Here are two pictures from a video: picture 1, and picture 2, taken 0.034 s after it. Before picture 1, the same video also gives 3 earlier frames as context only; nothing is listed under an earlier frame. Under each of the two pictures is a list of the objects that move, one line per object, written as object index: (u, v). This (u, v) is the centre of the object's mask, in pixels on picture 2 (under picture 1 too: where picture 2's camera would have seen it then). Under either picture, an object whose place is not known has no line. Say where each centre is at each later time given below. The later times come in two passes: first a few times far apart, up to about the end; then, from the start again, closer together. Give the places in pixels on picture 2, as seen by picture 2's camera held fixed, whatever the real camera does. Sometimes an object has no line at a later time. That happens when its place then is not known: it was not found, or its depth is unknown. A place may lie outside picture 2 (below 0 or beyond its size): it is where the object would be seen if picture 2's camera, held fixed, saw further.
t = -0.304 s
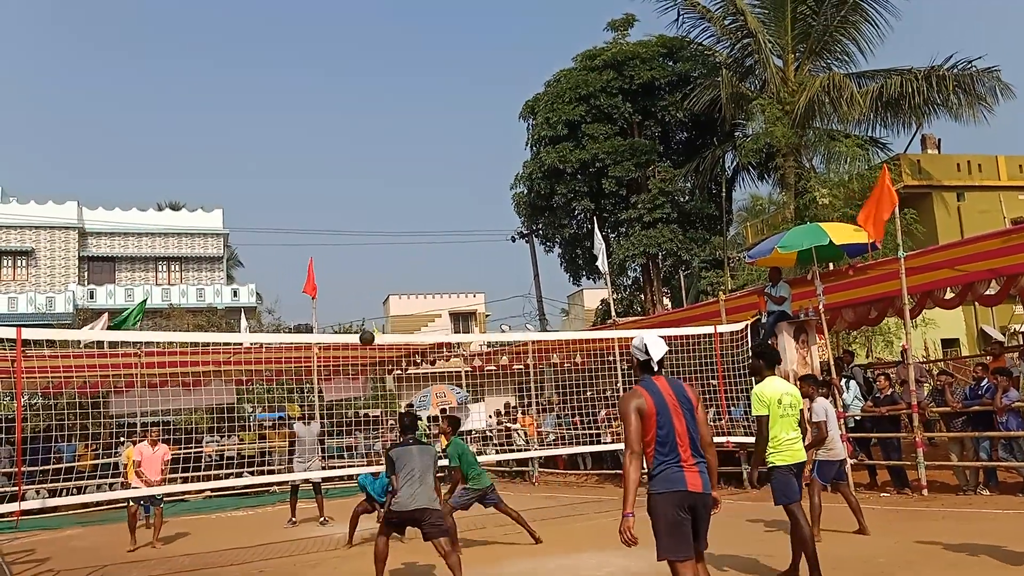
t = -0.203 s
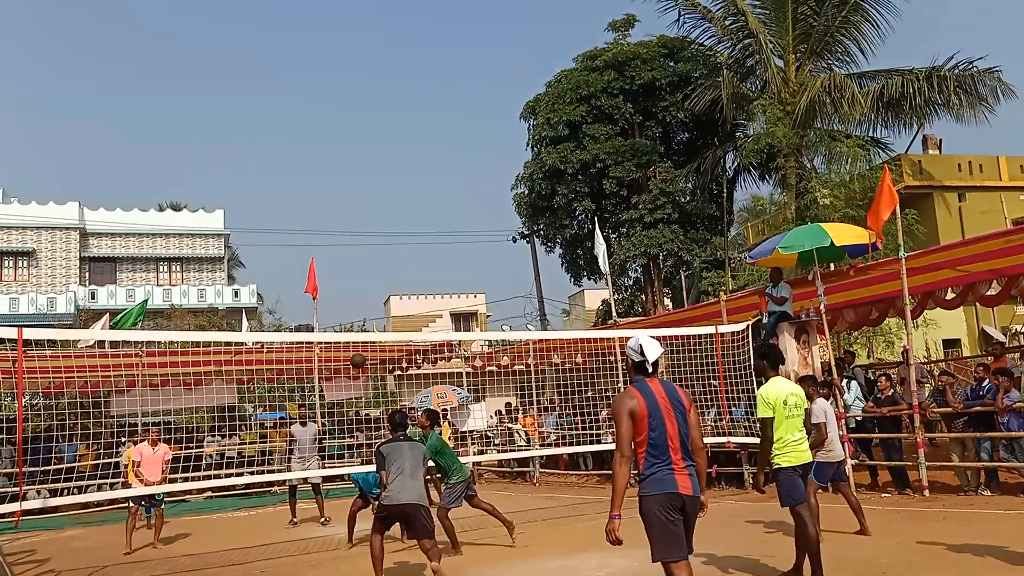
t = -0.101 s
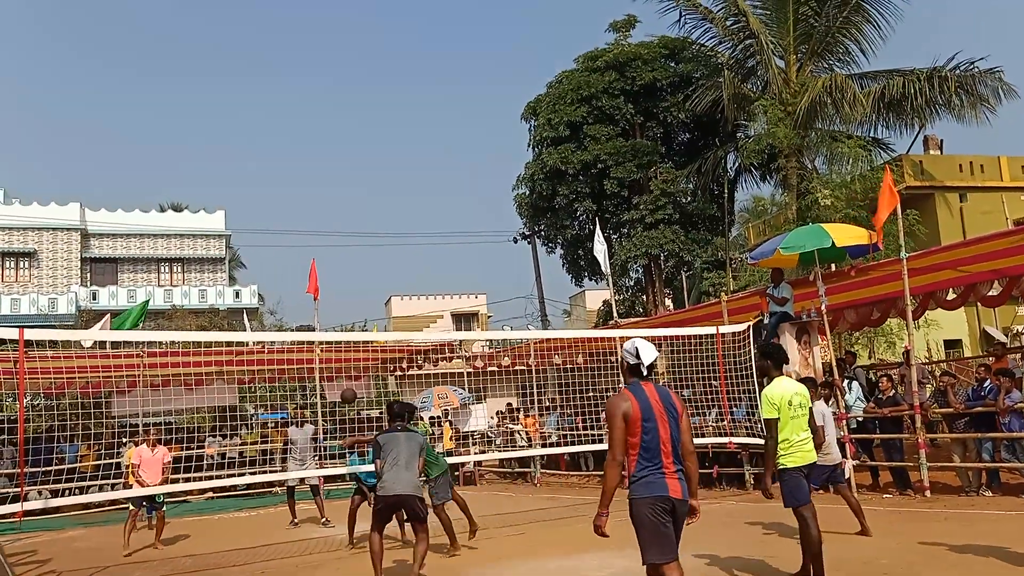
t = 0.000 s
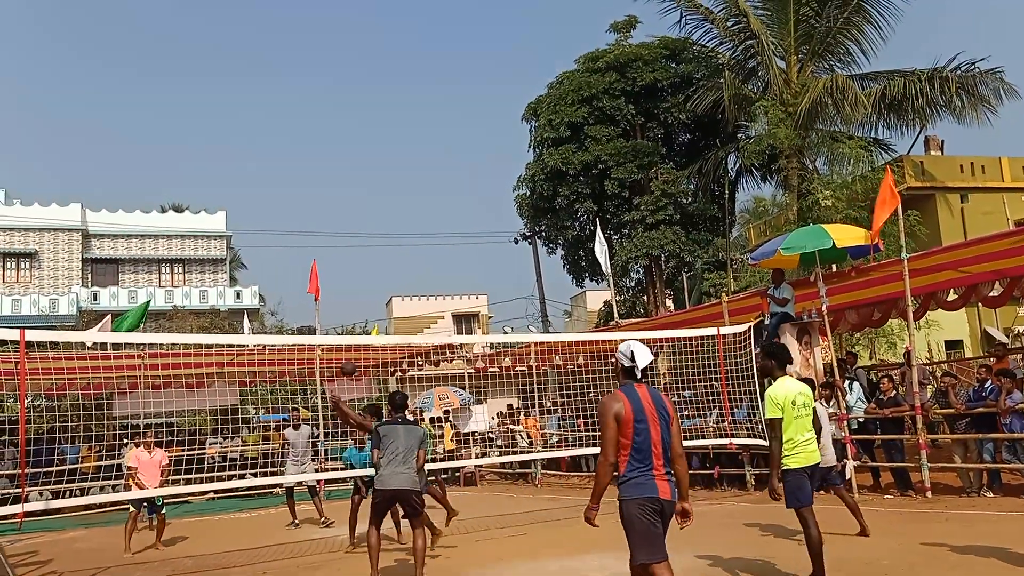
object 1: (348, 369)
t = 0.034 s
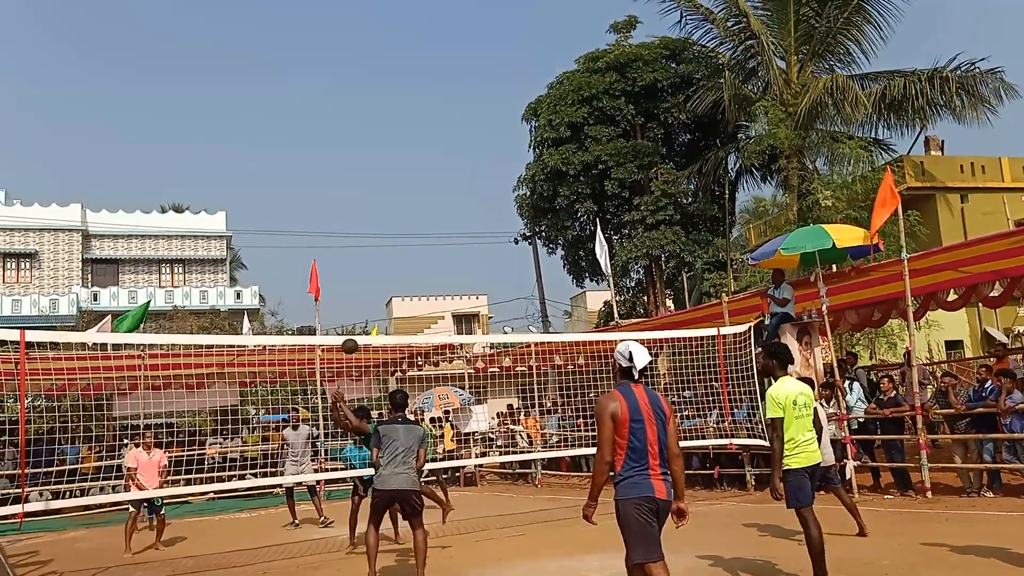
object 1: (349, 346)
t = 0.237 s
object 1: (360, 234)
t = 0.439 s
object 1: (372, 159)
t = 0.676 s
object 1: (389, 119)
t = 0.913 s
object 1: (409, 131)
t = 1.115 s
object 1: (429, 186)
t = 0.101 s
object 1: (353, 304)
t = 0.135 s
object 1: (354, 285)
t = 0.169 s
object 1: (356, 267)
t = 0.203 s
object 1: (358, 250)
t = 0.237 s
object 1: (360, 234)
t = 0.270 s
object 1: (362, 219)
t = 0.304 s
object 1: (364, 205)
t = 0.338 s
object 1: (366, 191)
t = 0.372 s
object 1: (367, 179)
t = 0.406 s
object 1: (370, 168)
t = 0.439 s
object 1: (372, 159)
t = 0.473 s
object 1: (374, 150)
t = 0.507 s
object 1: (377, 142)
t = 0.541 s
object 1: (379, 135)
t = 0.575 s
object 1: (381, 130)
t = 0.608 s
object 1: (384, 125)
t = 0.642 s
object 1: (386, 121)
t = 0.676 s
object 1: (389, 119)
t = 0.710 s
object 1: (392, 117)
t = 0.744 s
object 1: (394, 117)
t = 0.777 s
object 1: (397, 117)
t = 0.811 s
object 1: (400, 119)
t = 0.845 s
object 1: (403, 122)
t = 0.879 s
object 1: (406, 126)
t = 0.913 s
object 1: (409, 131)
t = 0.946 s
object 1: (412, 137)
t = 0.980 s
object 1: (415, 144)
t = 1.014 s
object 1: (419, 153)
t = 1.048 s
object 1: (422, 163)
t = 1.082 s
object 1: (425, 174)
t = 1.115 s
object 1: (429, 186)
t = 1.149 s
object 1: (432, 199)
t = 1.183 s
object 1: (436, 214)
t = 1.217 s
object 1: (440, 230)
